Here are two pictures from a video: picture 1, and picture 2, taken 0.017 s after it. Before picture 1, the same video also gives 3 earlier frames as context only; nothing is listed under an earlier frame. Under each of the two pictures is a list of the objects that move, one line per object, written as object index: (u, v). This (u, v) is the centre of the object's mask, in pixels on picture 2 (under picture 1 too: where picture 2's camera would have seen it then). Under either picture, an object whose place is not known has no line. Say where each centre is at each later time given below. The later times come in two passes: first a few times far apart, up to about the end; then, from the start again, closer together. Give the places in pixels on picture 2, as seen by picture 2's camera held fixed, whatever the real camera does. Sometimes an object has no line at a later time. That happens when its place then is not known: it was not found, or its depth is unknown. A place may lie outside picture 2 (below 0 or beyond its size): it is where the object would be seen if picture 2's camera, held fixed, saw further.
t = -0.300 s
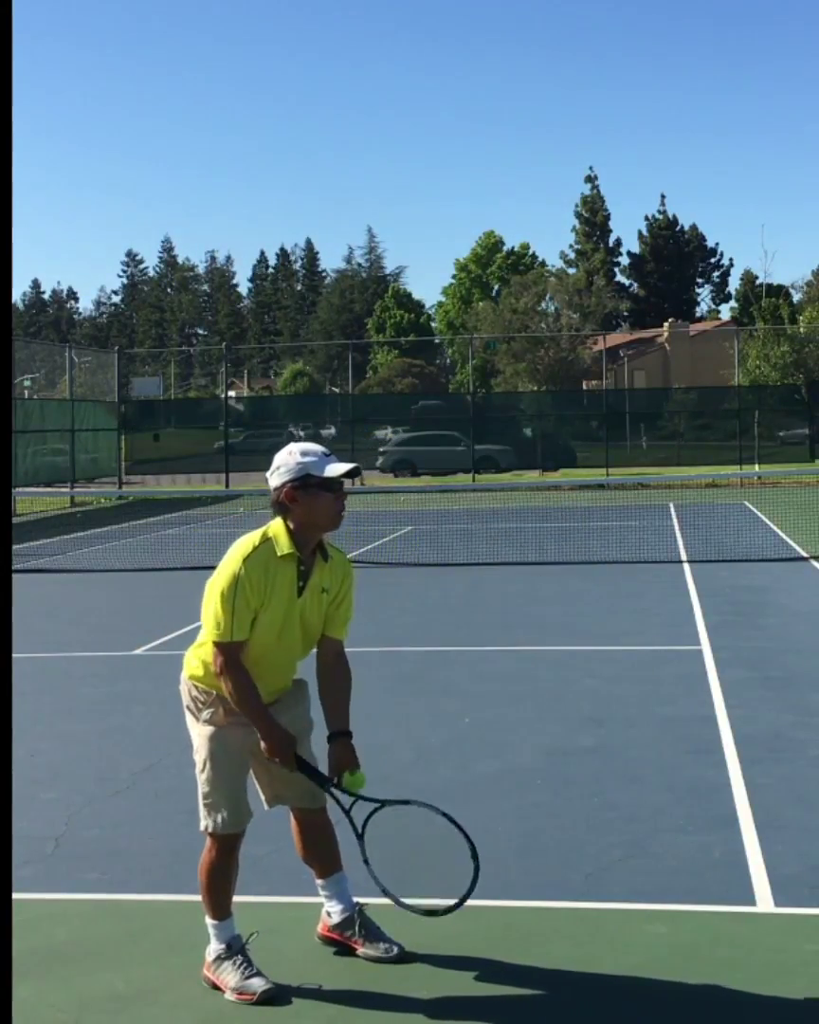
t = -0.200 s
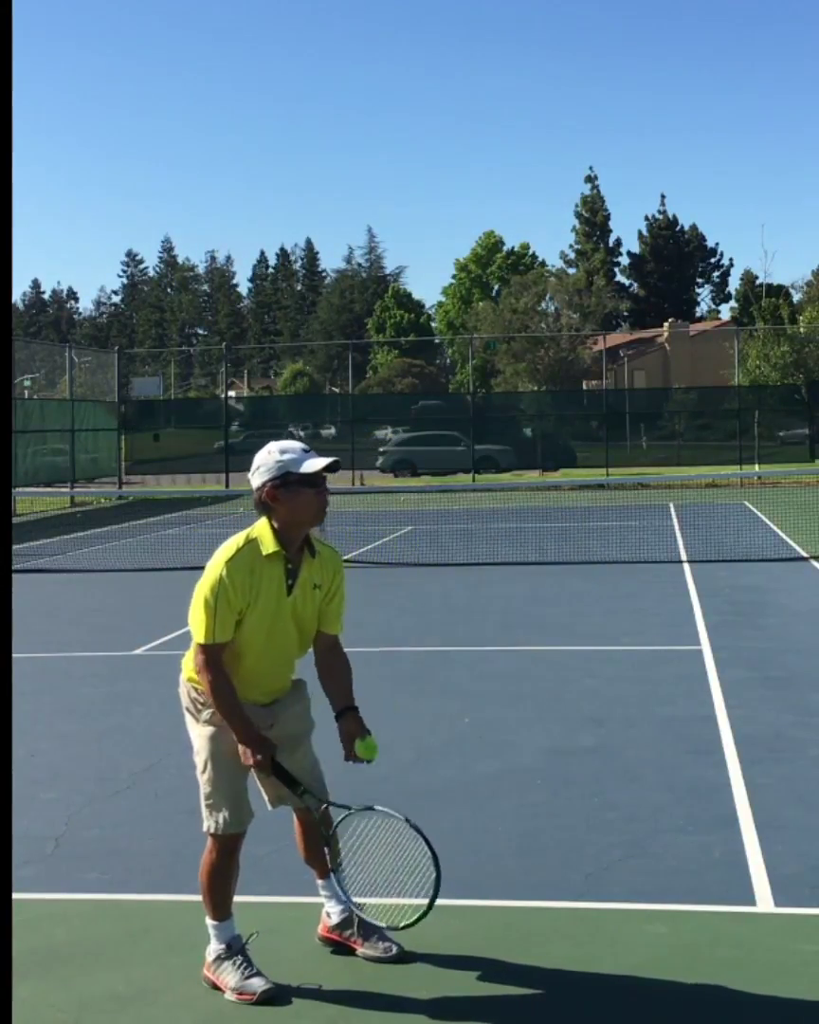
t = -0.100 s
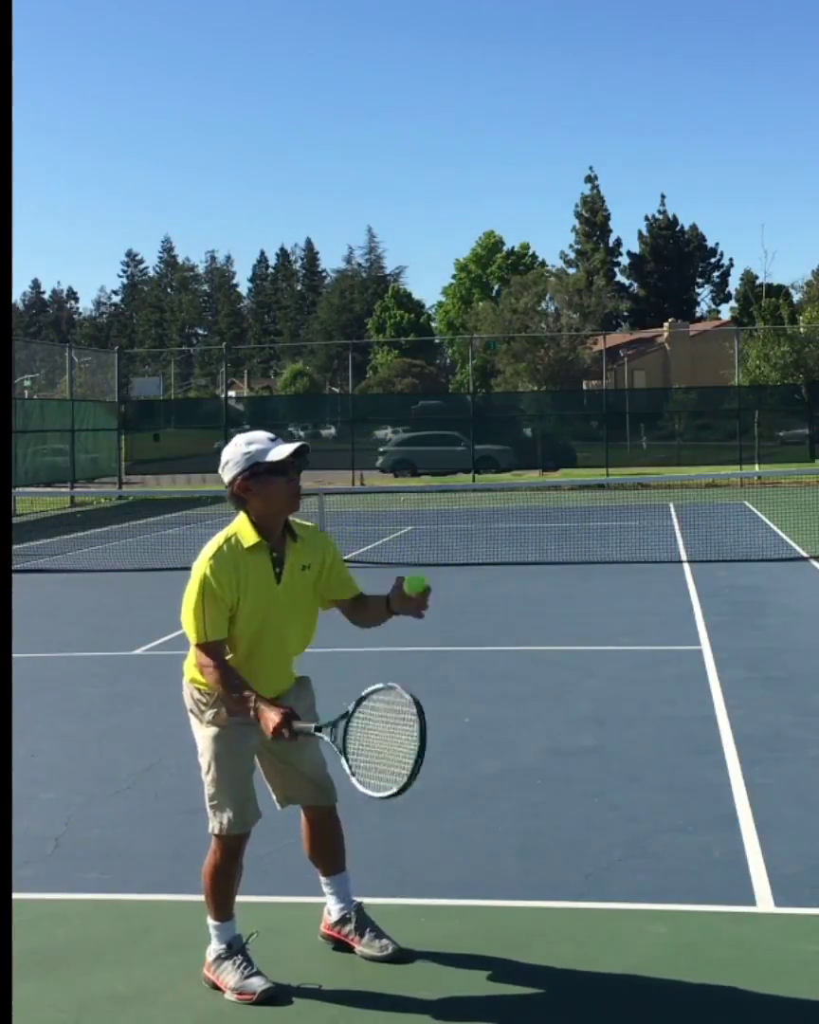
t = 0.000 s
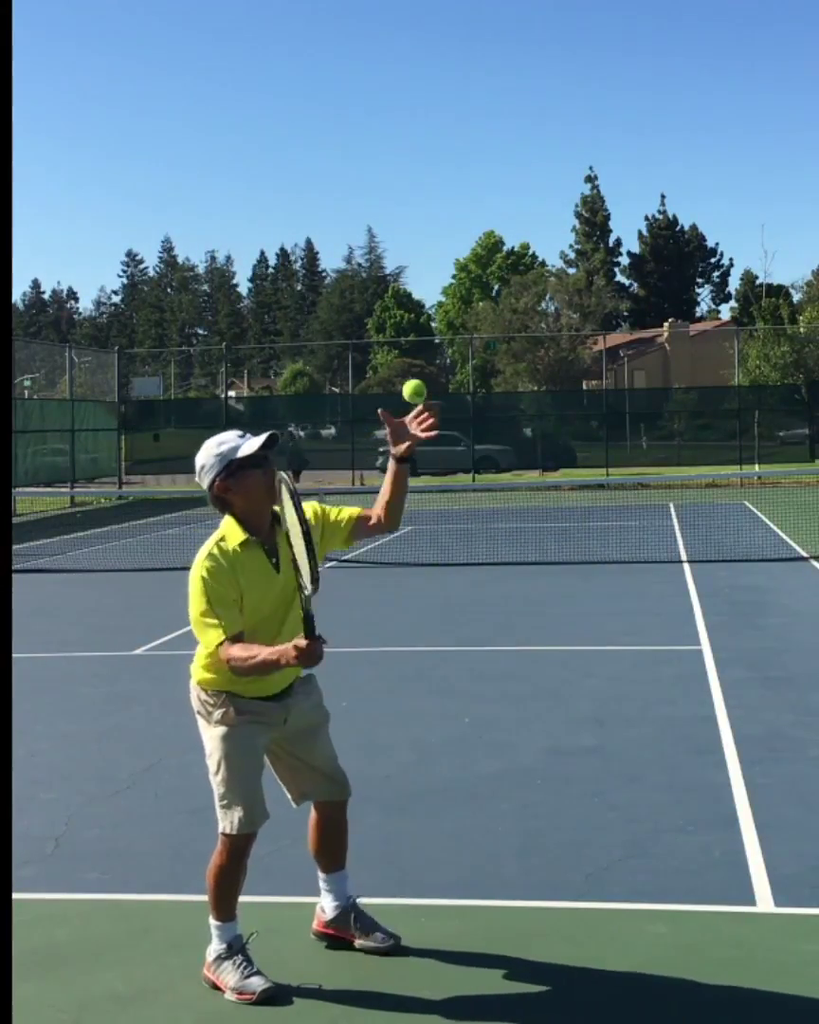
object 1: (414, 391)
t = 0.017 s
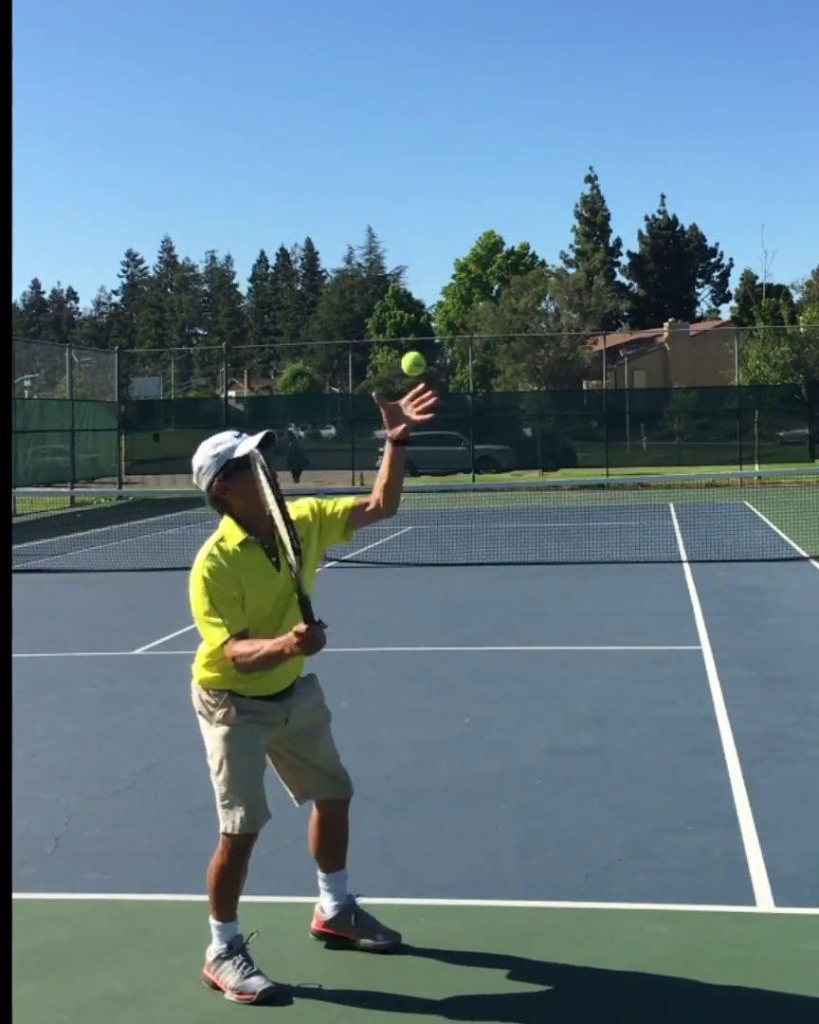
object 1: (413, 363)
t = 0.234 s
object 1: (401, 119)
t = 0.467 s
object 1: (393, 46)
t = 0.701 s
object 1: (387, 134)
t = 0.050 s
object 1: (411, 312)
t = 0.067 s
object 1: (409, 289)
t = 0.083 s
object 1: (409, 267)
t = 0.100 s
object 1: (408, 246)
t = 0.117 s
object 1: (407, 226)
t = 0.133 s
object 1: (406, 207)
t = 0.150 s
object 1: (405, 190)
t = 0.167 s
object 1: (404, 174)
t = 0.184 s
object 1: (403, 159)
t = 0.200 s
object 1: (402, 144)
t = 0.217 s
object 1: (402, 131)
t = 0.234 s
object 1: (401, 119)
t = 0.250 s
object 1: (400, 108)
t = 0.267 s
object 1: (399, 97)
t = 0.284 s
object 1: (399, 88)
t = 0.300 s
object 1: (398, 79)
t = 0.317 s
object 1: (397, 72)
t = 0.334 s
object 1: (397, 66)
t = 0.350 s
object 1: (396, 60)
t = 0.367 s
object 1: (396, 55)
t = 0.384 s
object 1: (395, 51)
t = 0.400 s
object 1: (394, 49)
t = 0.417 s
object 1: (394, 47)
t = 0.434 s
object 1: (394, 46)
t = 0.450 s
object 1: (393, 46)
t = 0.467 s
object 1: (393, 46)
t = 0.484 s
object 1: (392, 47)
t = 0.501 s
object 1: (392, 49)
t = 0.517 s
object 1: (391, 52)
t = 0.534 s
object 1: (391, 56)
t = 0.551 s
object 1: (390, 61)
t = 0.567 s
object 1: (390, 66)
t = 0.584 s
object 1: (389, 72)
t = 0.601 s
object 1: (389, 78)
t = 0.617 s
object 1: (389, 86)
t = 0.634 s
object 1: (388, 94)
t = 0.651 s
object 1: (388, 103)
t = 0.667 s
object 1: (388, 112)
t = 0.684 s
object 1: (387, 122)
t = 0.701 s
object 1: (387, 134)
